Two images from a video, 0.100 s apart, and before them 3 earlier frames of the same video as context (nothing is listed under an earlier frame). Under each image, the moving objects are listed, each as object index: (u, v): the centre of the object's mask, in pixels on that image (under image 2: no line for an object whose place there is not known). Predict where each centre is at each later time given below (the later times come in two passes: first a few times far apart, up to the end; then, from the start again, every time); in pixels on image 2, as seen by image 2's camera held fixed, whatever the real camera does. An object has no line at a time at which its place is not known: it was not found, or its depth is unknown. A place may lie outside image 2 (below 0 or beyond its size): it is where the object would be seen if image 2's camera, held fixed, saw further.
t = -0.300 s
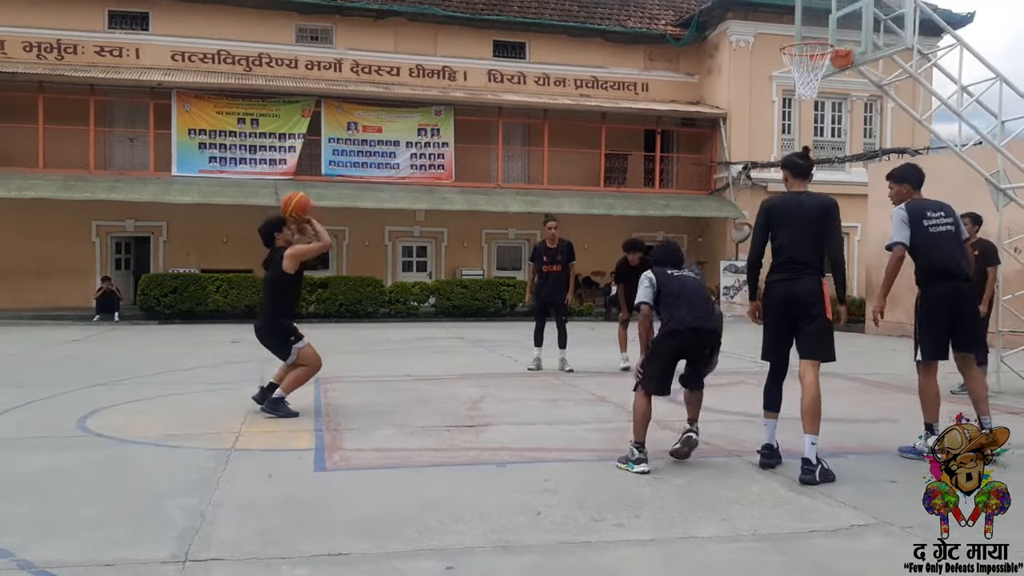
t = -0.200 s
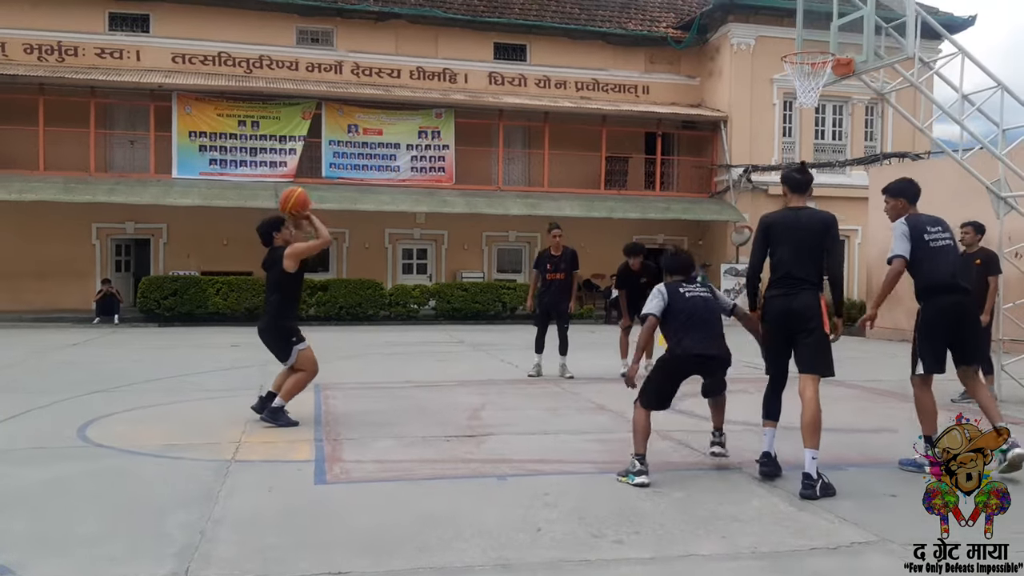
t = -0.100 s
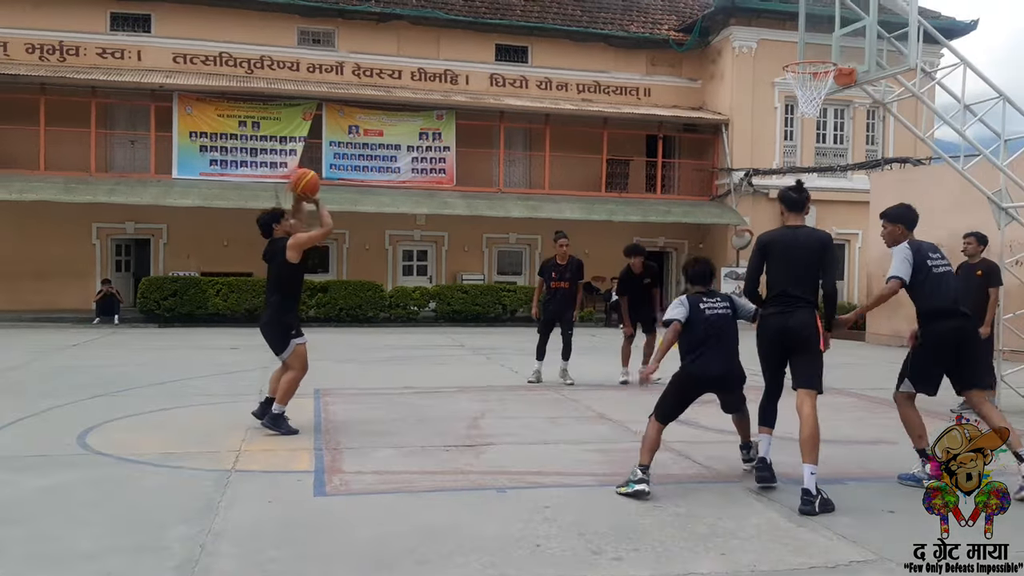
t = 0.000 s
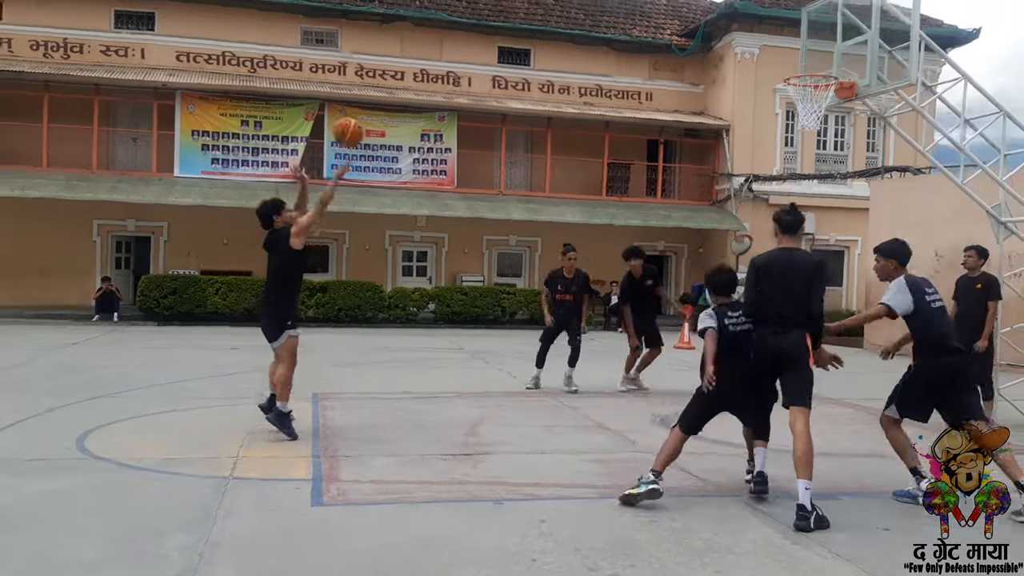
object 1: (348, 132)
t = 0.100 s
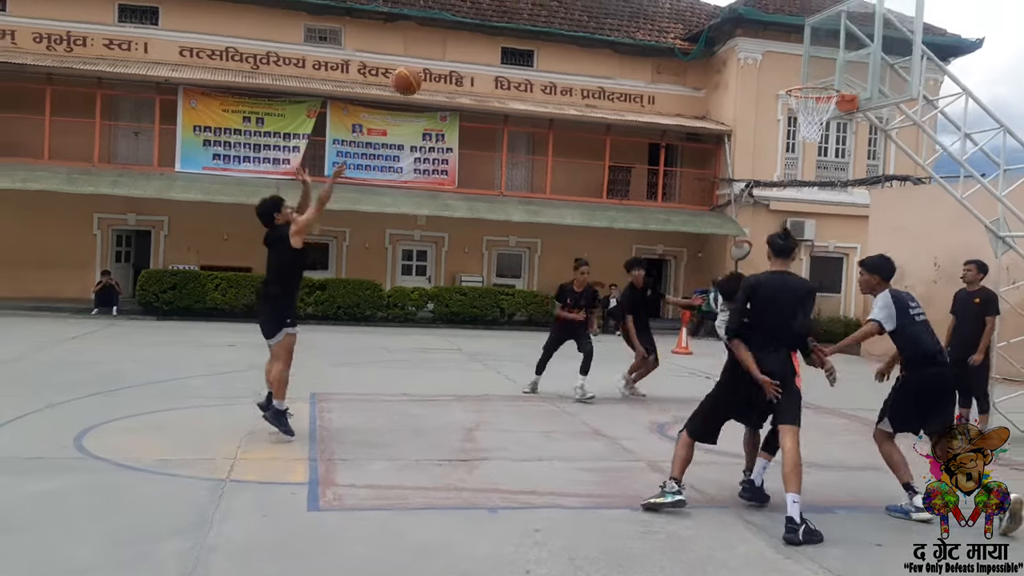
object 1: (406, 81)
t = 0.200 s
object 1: (460, 41)
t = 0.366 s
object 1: (546, 4)
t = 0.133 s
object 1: (425, 67)
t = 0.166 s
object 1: (443, 53)
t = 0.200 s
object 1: (460, 41)
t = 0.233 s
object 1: (479, 28)
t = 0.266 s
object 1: (497, 21)
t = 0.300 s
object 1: (513, 12)
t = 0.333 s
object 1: (530, 9)
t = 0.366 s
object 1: (546, 4)
